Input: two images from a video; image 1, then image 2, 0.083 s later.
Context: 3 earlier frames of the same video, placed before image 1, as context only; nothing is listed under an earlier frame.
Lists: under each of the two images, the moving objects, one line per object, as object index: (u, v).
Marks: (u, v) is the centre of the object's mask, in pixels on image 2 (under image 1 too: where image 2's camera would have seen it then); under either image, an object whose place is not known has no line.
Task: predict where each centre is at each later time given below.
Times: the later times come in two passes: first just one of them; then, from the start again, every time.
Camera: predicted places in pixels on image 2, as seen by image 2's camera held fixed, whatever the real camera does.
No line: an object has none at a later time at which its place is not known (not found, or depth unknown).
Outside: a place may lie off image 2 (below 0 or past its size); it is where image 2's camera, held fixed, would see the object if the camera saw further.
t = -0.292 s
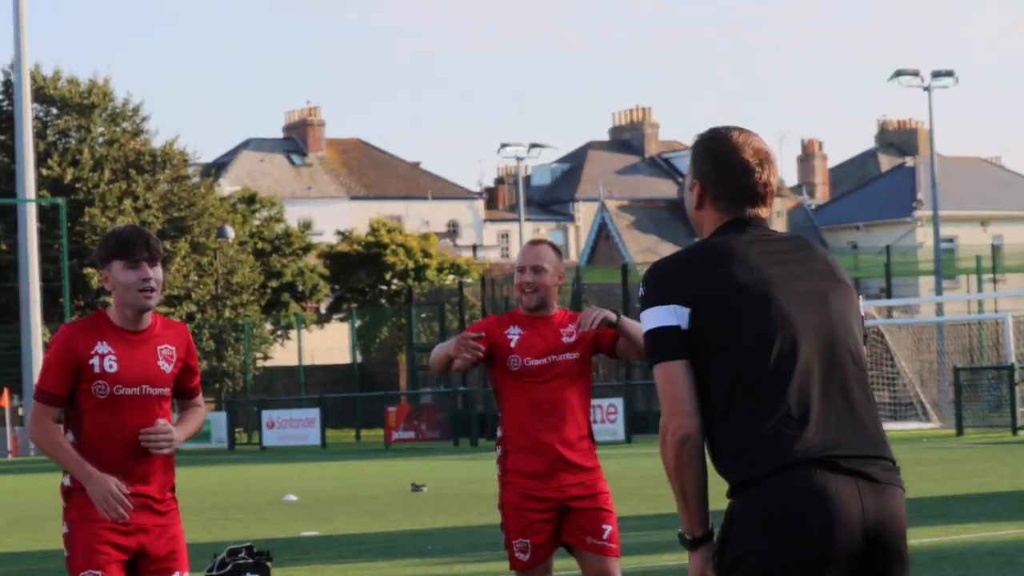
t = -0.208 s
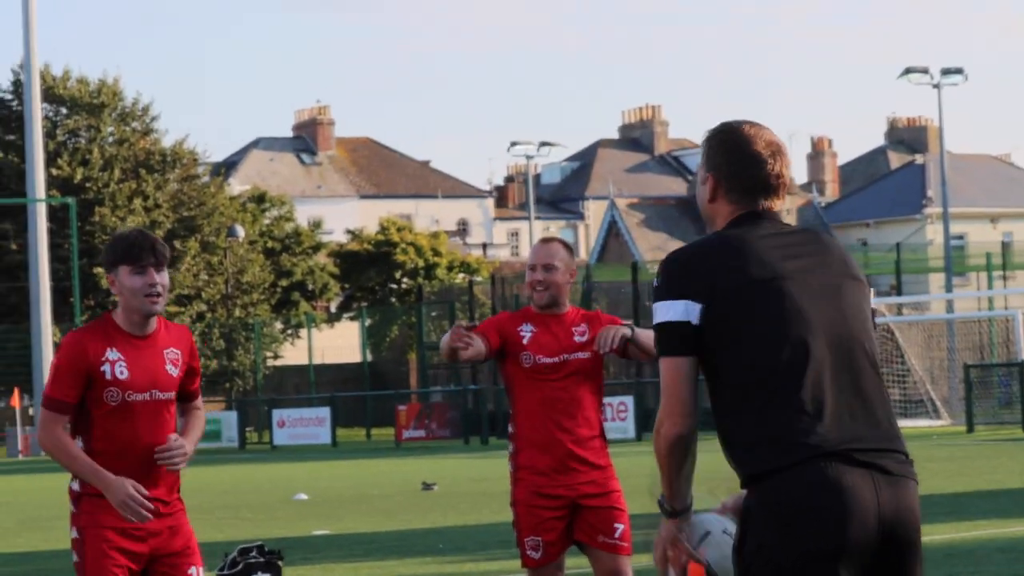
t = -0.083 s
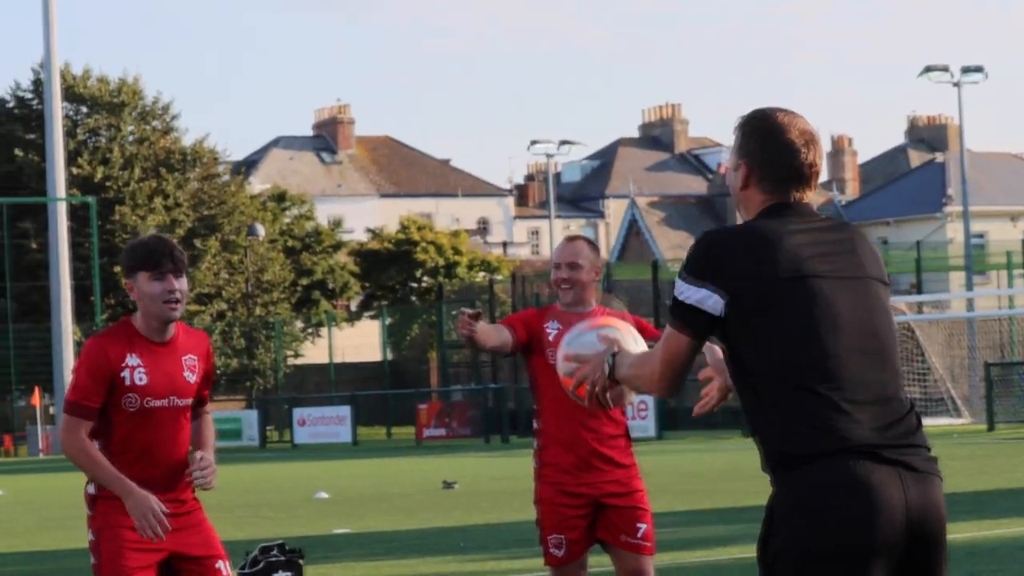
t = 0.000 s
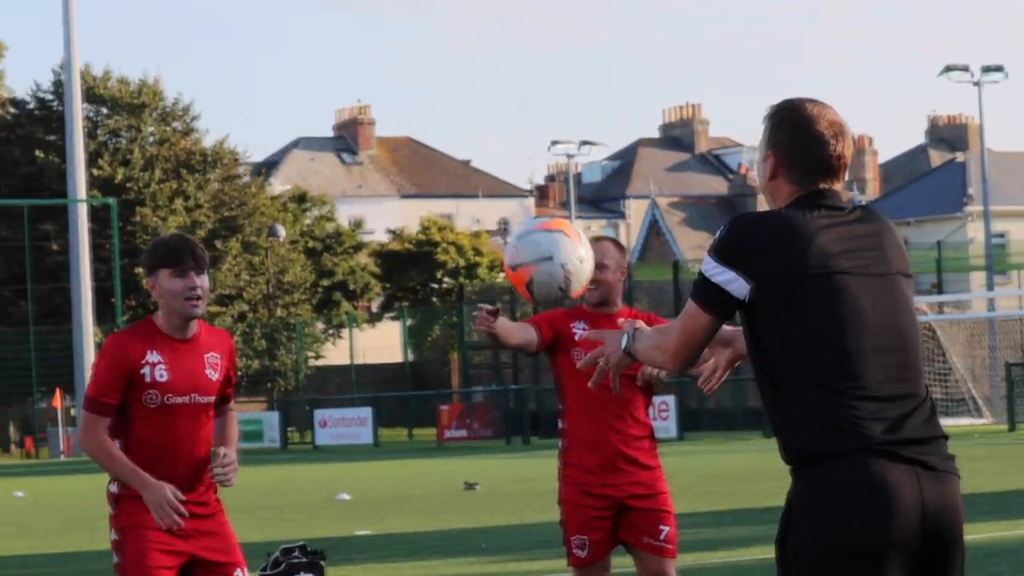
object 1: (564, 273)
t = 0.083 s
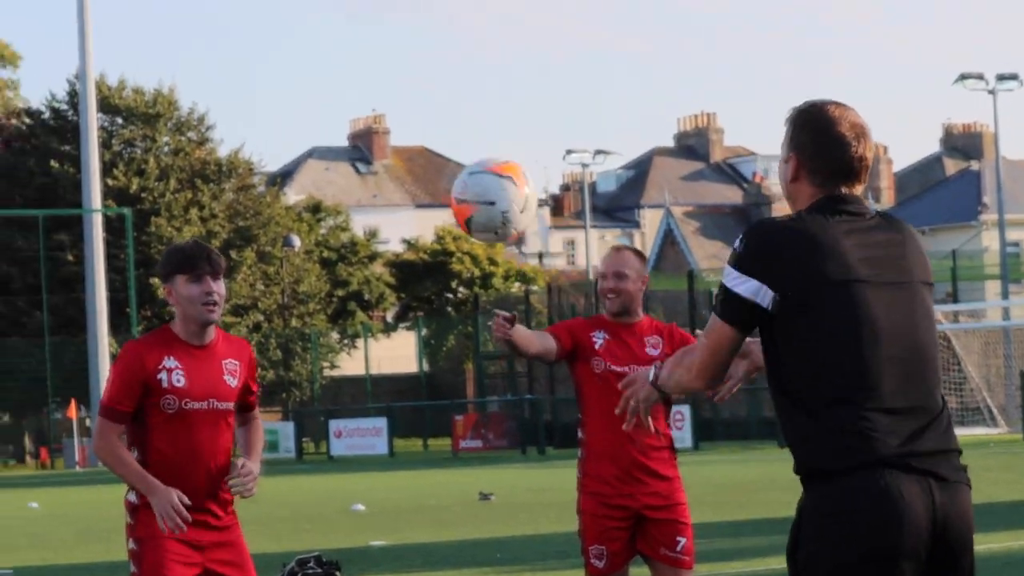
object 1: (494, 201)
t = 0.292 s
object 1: (348, 140)
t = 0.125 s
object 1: (462, 175)
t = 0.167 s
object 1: (431, 158)
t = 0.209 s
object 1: (401, 146)
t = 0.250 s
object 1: (374, 141)
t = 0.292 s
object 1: (348, 140)
